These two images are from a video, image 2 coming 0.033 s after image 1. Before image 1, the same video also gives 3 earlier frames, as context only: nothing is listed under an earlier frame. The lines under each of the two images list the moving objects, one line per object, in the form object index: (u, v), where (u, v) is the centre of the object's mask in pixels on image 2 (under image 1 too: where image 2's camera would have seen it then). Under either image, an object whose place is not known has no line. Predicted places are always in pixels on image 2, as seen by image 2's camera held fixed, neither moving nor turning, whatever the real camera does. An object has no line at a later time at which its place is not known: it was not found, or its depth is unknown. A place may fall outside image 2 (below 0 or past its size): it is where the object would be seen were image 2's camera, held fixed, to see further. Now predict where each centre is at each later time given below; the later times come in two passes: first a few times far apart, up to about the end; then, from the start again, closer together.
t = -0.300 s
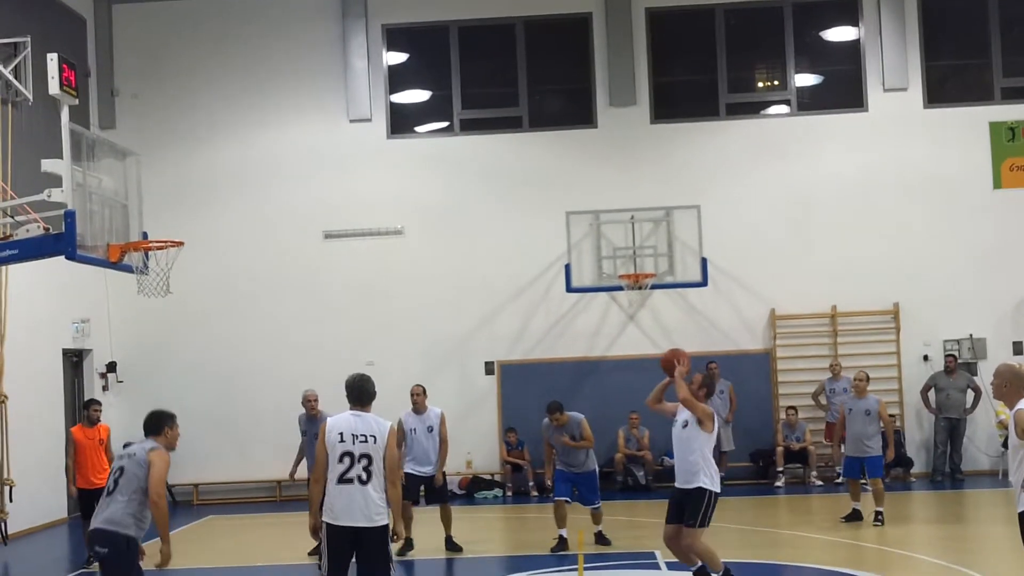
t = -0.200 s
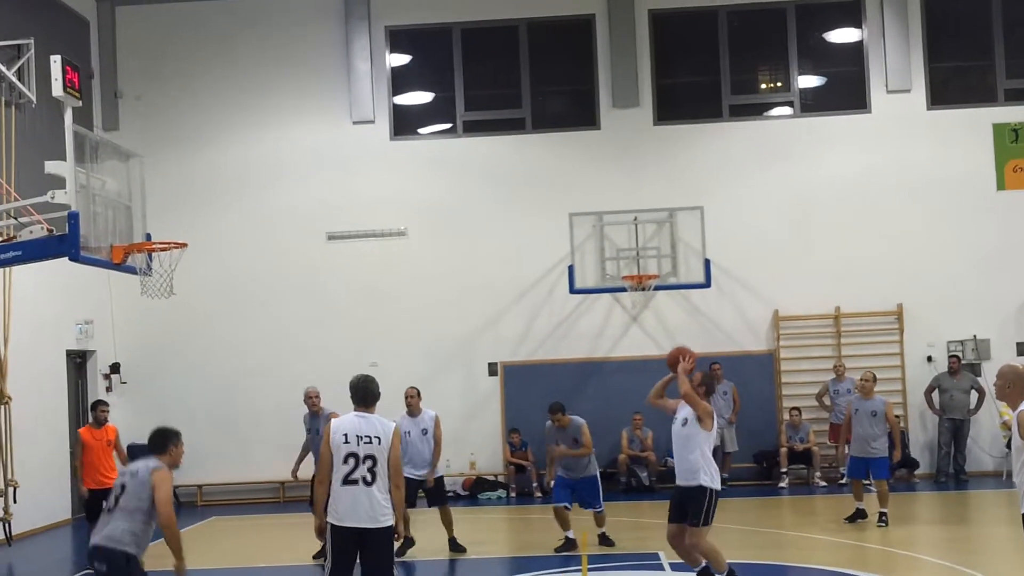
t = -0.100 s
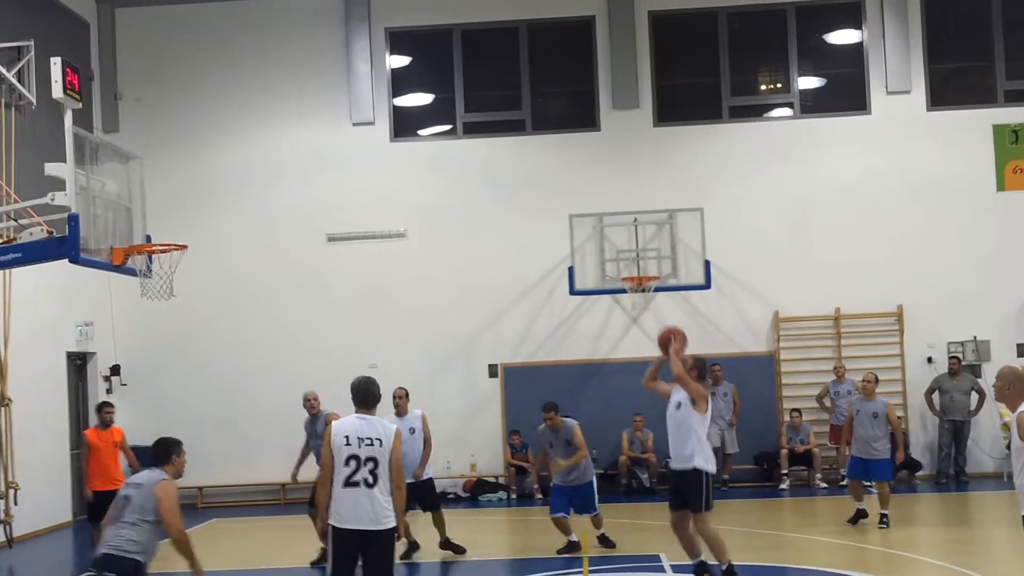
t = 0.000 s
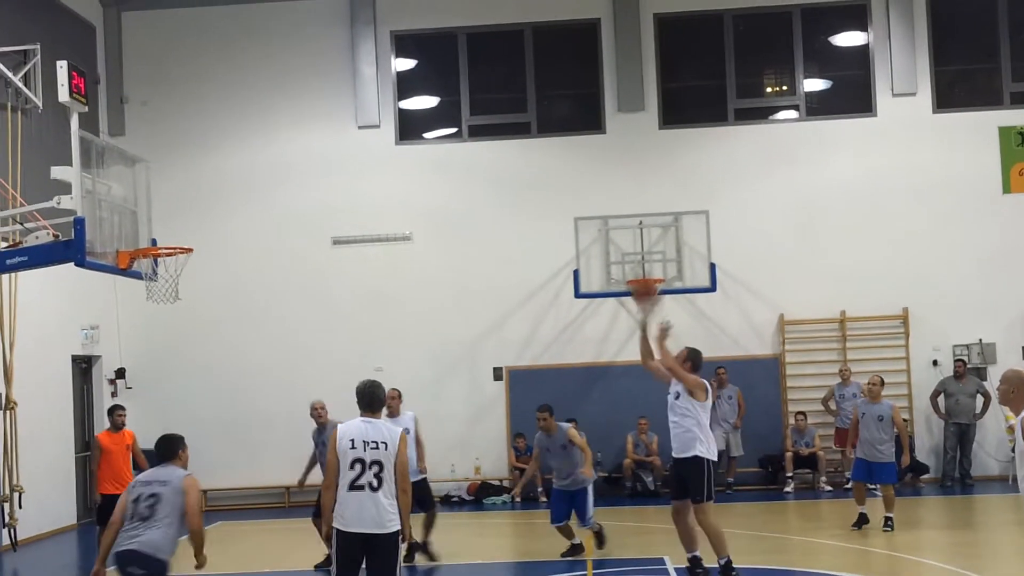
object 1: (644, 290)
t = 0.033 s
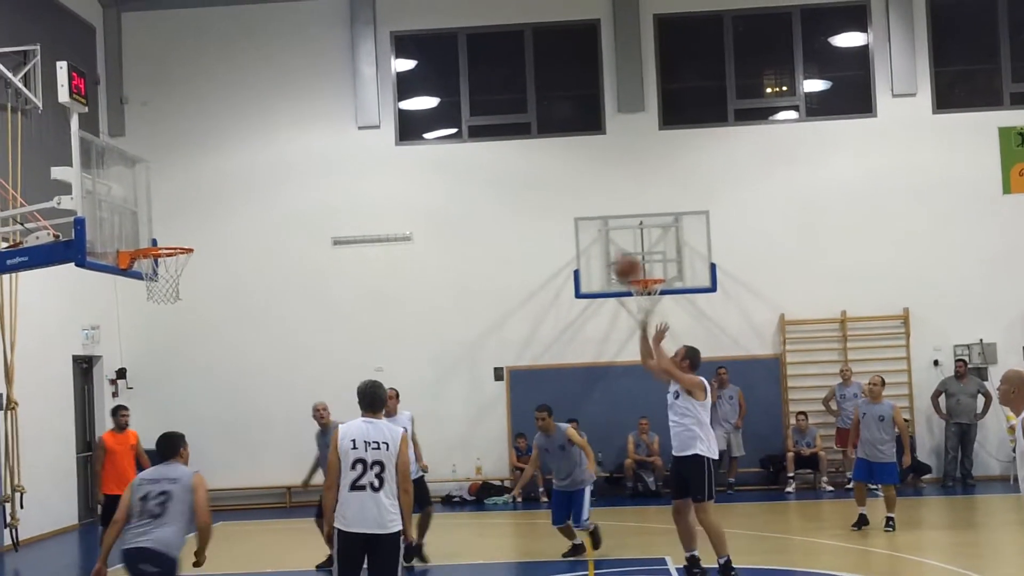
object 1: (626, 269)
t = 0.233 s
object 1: (531, 167)
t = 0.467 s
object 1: (425, 106)
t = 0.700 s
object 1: (320, 106)
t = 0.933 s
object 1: (222, 169)
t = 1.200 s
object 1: (149, 294)
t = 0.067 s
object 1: (611, 248)
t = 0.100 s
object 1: (595, 230)
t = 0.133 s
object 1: (578, 211)
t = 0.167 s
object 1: (562, 196)
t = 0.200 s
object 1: (546, 181)
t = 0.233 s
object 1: (531, 167)
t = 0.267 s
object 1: (515, 155)
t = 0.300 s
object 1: (499, 142)
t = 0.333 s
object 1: (484, 133)
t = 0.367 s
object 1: (470, 124)
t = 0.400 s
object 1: (453, 117)
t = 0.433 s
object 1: (443, 111)
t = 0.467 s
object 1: (425, 106)
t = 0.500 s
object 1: (409, 101)
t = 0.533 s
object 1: (393, 100)
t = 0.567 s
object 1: (380, 100)
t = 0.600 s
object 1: (365, 101)
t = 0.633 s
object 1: (350, 101)
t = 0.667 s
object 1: (335, 103)
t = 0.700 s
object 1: (320, 106)
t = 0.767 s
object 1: (292, 118)
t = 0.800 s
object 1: (278, 126)
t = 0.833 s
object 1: (264, 136)
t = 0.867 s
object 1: (250, 145)
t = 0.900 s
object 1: (236, 157)
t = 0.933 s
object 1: (222, 169)
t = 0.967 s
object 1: (208, 183)
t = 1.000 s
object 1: (195, 199)
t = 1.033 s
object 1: (182, 215)
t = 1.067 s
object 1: (169, 231)
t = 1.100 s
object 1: (153, 249)
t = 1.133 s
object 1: (146, 269)
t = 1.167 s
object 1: (146, 282)
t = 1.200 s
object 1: (149, 294)
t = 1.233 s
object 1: (151, 302)
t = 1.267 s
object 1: (153, 315)
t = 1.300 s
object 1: (155, 329)
